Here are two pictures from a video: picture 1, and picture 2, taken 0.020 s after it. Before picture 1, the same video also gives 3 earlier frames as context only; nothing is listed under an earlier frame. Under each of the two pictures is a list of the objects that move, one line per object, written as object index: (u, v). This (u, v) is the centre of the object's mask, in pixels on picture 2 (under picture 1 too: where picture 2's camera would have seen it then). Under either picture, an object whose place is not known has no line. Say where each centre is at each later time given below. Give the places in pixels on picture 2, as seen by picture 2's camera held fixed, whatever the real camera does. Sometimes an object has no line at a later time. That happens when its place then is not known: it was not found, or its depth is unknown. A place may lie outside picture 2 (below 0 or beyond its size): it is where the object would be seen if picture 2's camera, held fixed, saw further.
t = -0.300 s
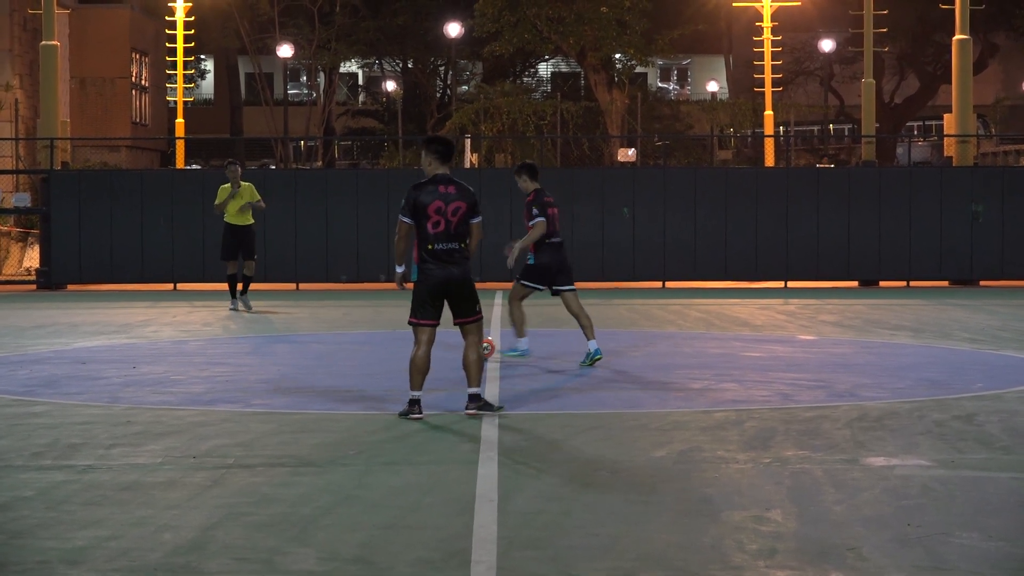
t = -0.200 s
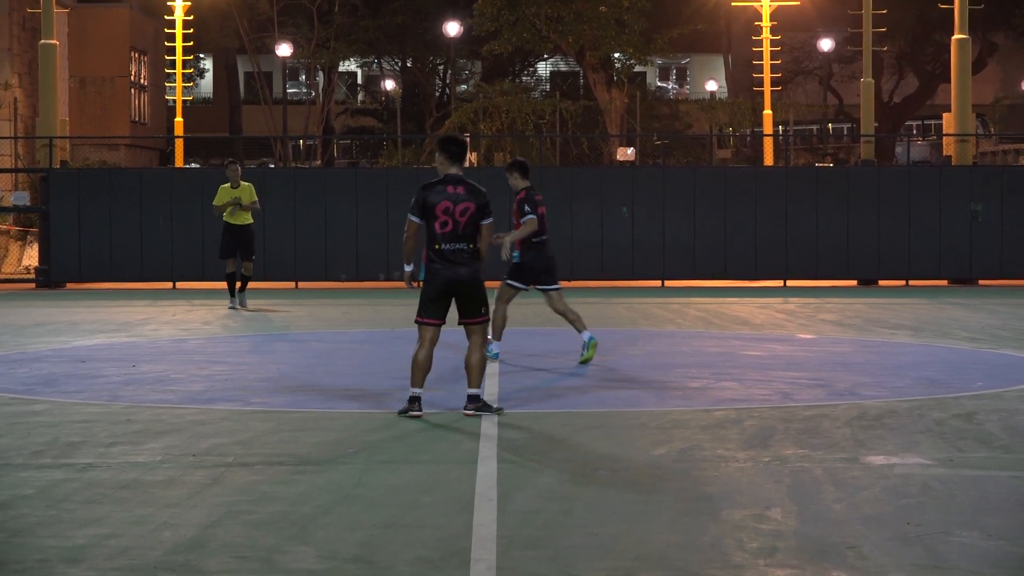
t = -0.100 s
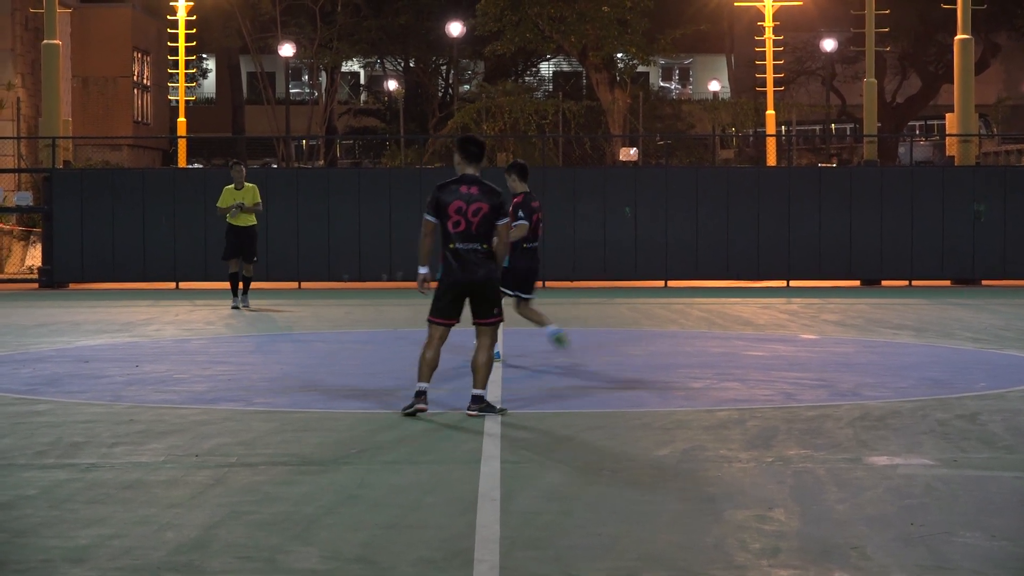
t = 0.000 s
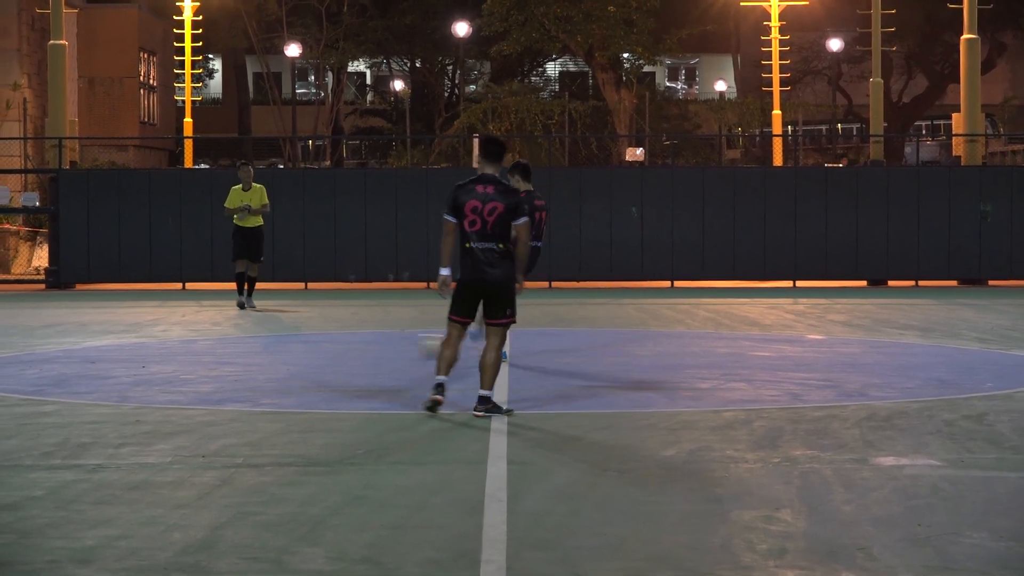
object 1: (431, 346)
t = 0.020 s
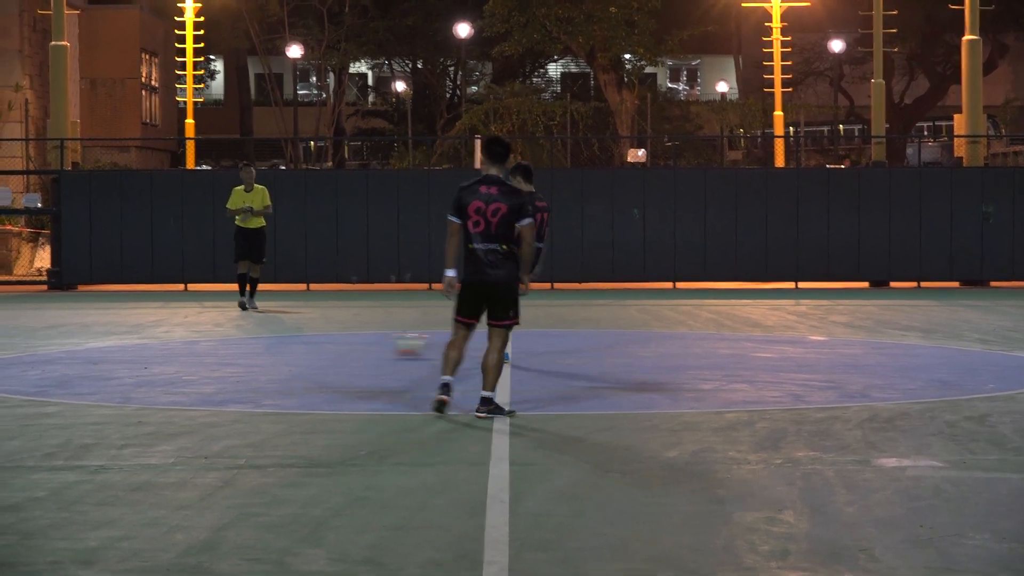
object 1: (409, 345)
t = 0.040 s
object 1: (382, 344)
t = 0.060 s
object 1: (354, 344)
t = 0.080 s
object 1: (326, 344)
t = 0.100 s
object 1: (297, 344)
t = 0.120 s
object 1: (275, 344)
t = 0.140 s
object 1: (250, 343)
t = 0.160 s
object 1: (226, 342)
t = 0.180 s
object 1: (201, 341)
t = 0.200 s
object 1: (178, 341)
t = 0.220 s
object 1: (156, 341)
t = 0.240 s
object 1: (136, 339)
